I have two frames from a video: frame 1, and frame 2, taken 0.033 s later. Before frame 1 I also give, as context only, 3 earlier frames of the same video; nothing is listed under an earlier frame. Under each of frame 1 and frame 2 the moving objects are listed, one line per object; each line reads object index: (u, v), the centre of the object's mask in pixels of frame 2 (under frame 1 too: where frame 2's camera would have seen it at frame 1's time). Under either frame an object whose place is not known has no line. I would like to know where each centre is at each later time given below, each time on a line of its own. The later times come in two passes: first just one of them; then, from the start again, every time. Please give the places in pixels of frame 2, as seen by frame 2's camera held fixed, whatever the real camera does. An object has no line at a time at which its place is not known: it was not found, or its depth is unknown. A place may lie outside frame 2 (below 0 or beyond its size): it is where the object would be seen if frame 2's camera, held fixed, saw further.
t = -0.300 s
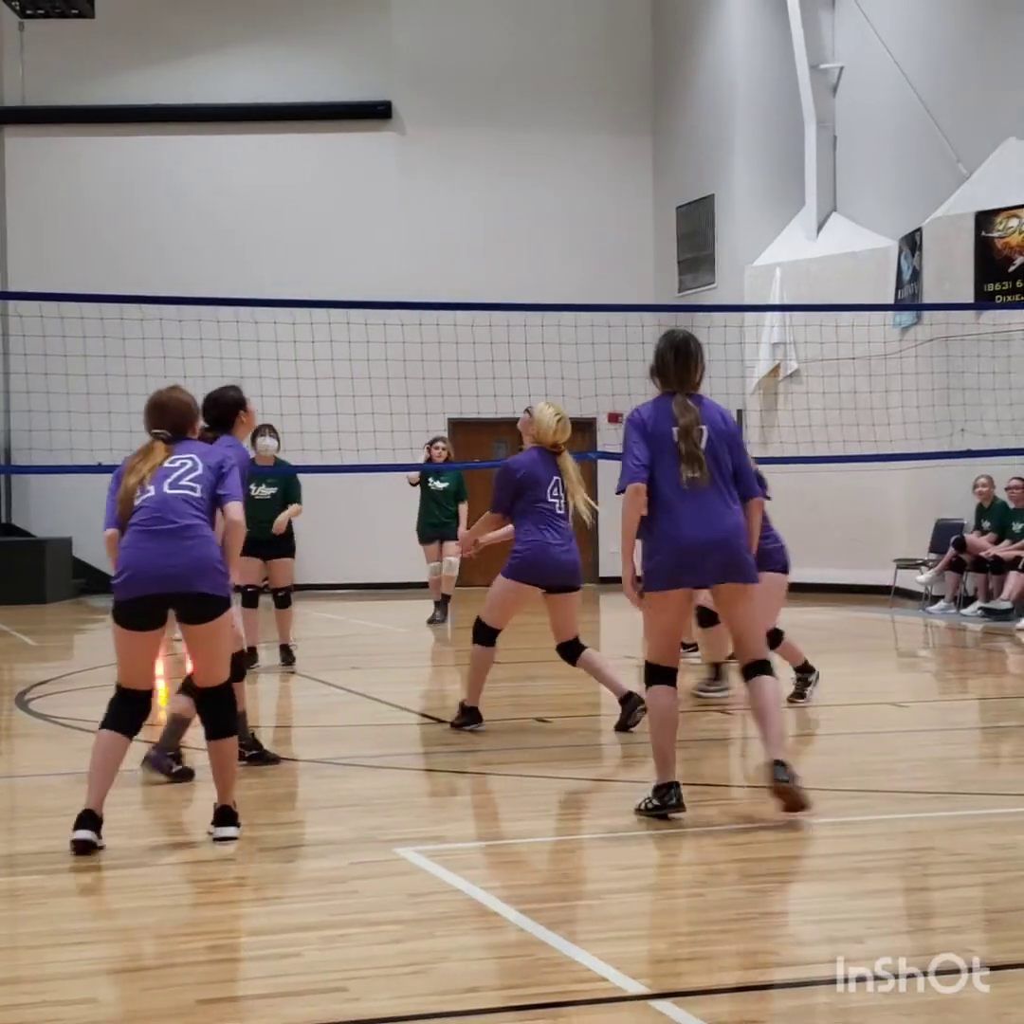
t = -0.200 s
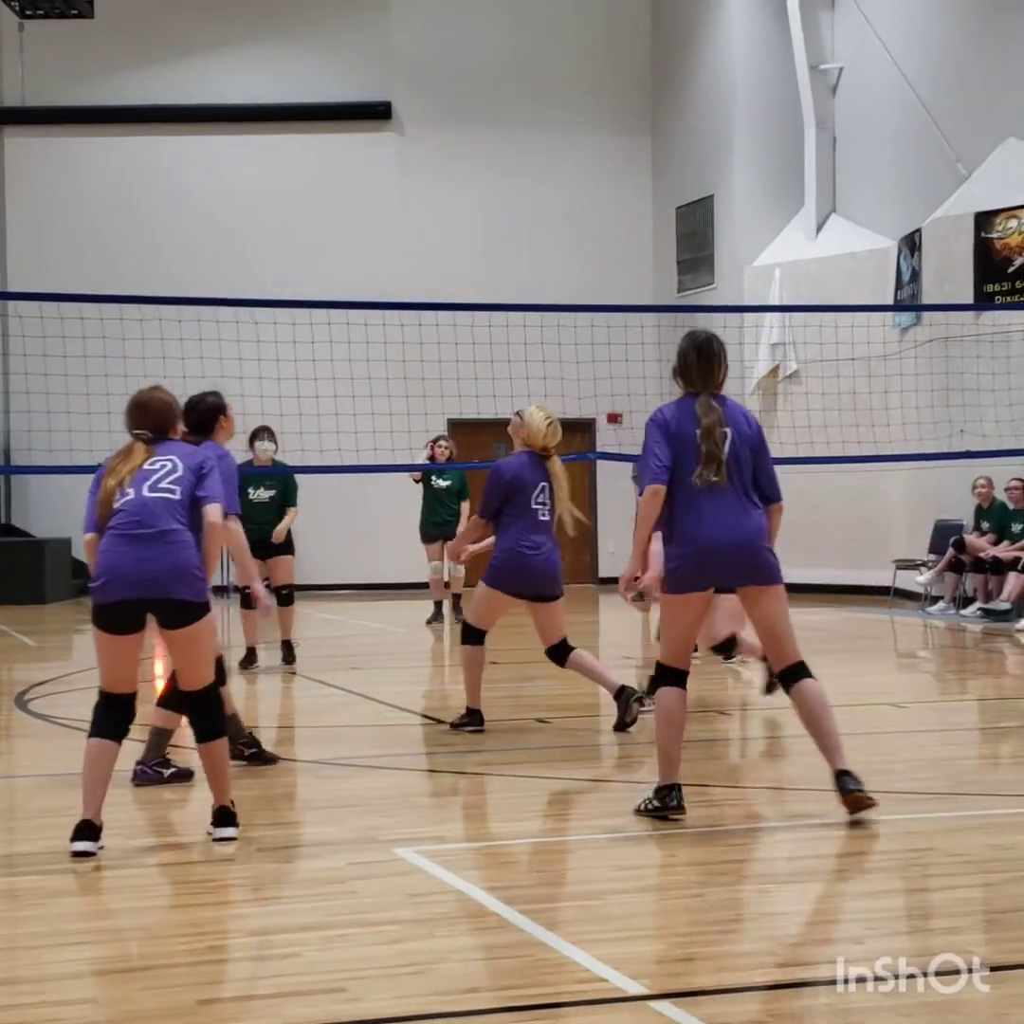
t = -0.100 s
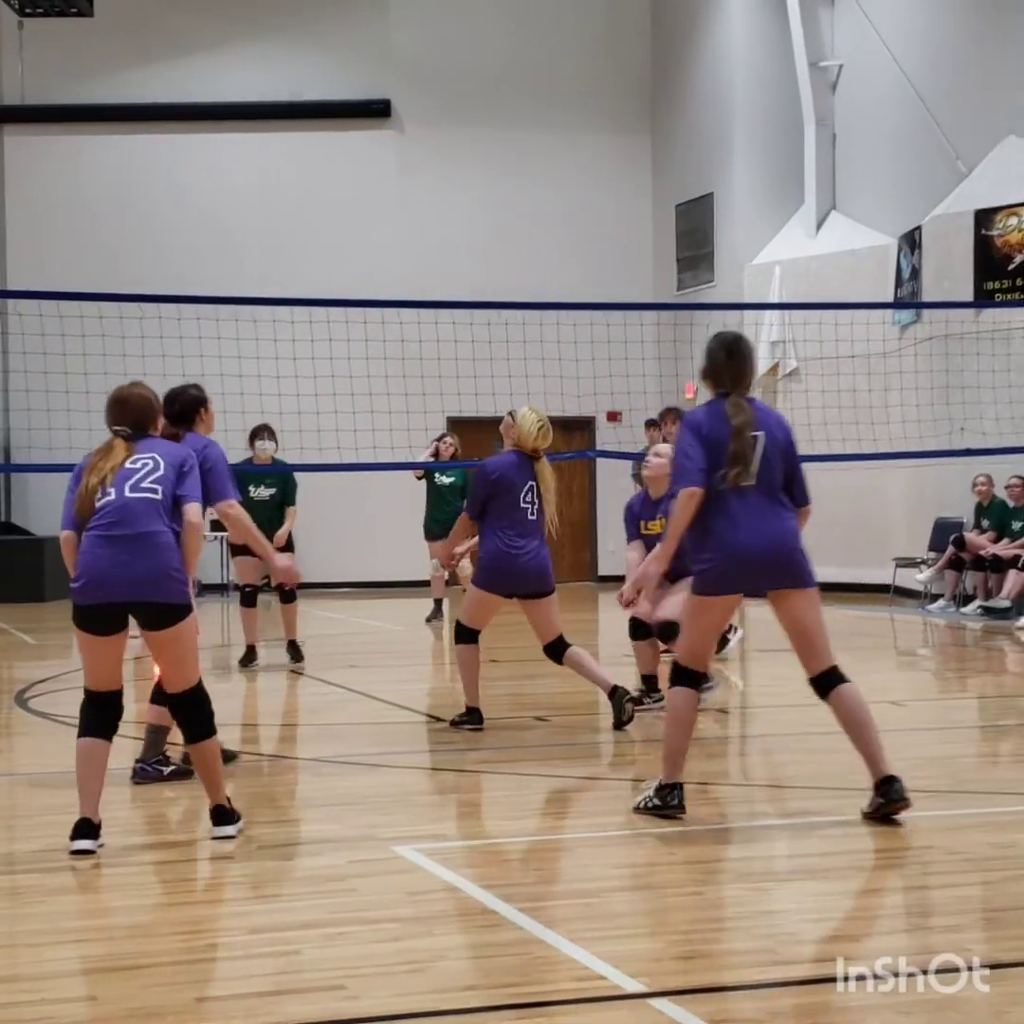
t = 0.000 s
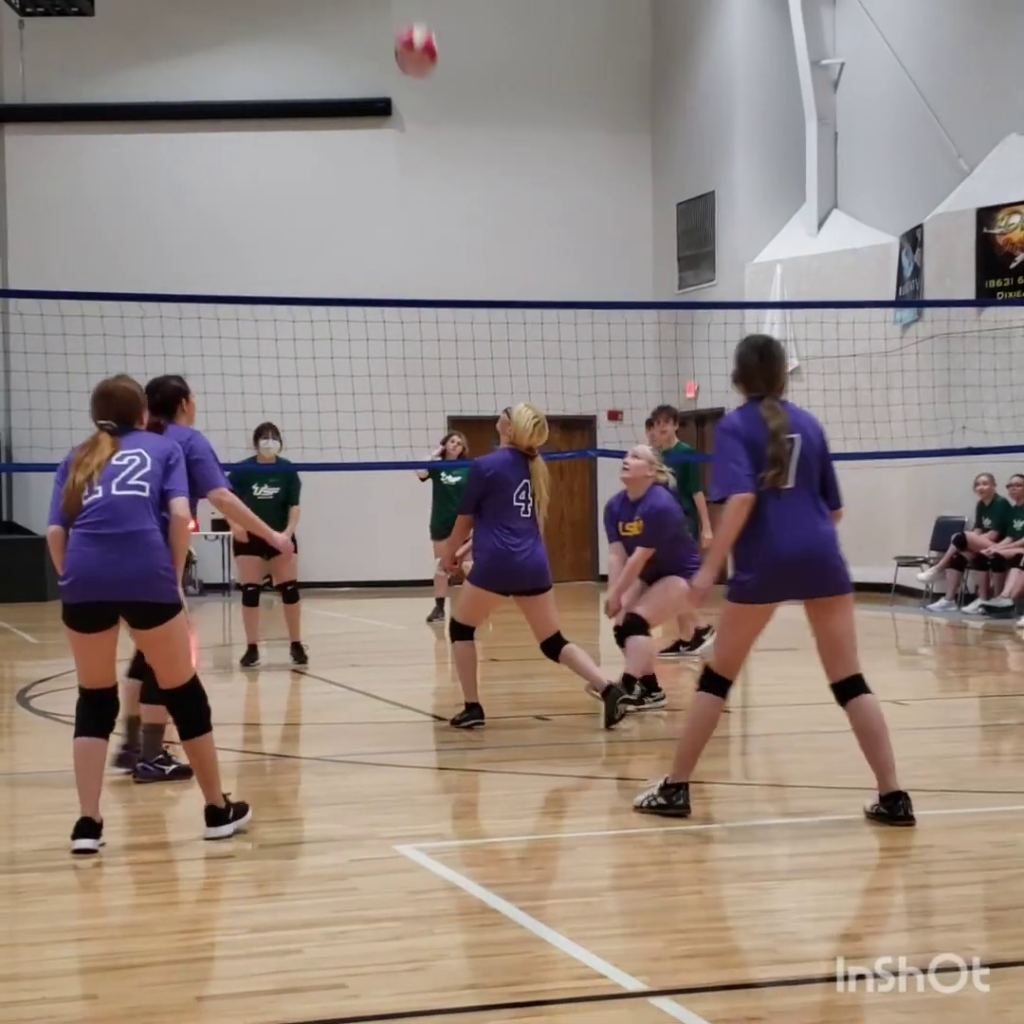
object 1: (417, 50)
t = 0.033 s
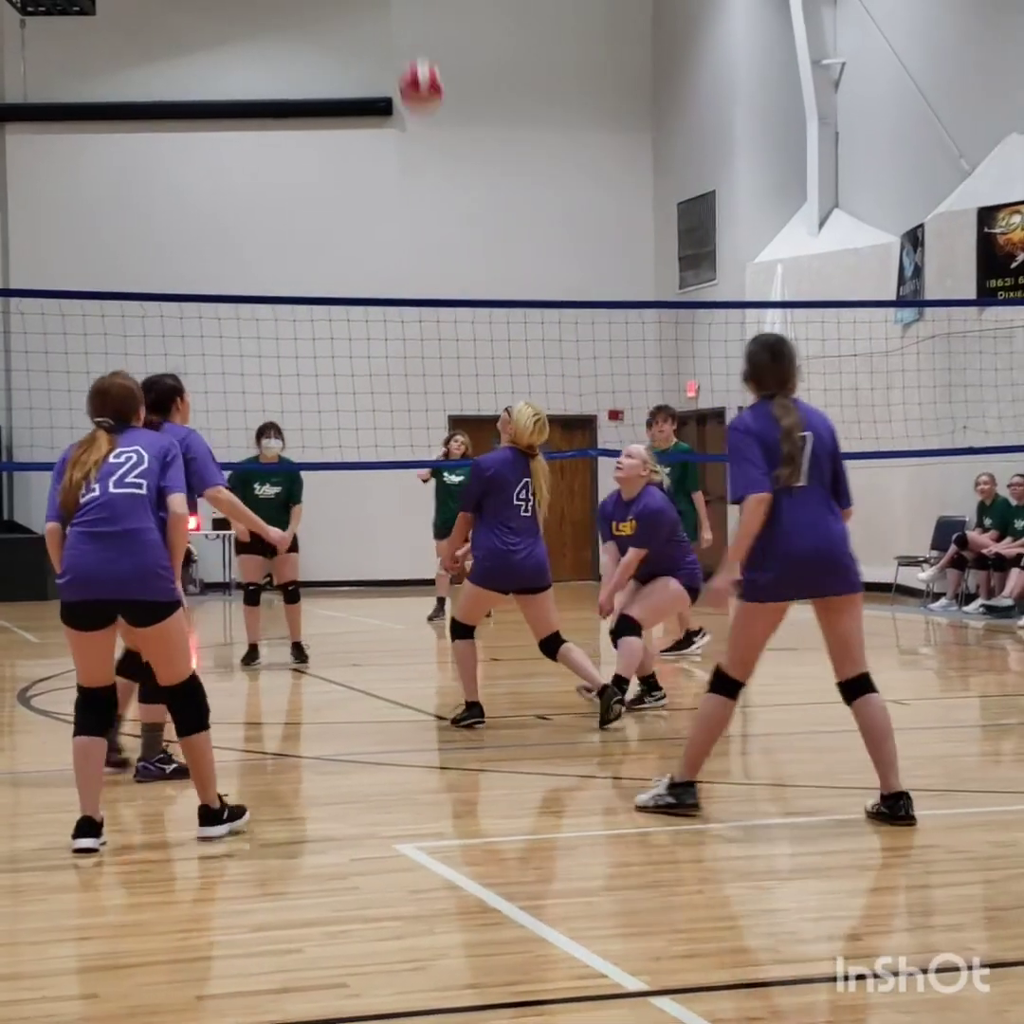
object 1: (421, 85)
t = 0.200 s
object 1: (435, 294)
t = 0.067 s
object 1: (424, 123)
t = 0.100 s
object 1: (426, 162)
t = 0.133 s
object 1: (429, 206)
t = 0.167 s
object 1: (432, 249)
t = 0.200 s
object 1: (435, 294)
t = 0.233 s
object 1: (438, 340)
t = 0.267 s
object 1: (440, 388)
